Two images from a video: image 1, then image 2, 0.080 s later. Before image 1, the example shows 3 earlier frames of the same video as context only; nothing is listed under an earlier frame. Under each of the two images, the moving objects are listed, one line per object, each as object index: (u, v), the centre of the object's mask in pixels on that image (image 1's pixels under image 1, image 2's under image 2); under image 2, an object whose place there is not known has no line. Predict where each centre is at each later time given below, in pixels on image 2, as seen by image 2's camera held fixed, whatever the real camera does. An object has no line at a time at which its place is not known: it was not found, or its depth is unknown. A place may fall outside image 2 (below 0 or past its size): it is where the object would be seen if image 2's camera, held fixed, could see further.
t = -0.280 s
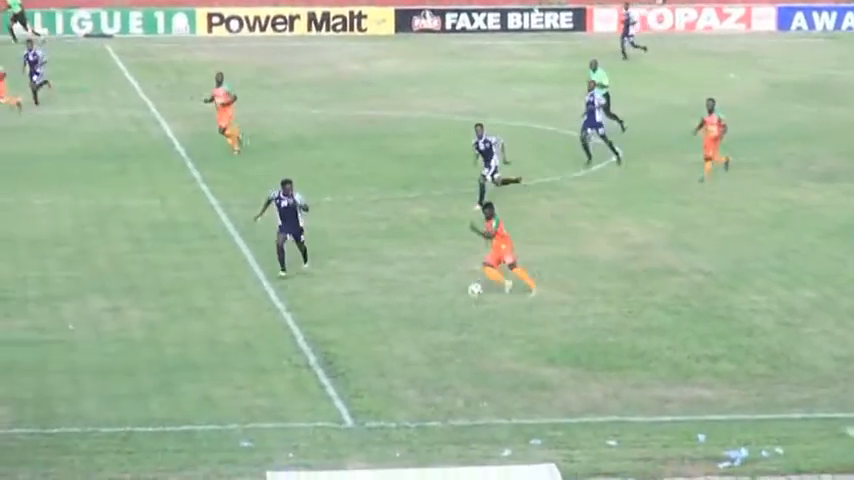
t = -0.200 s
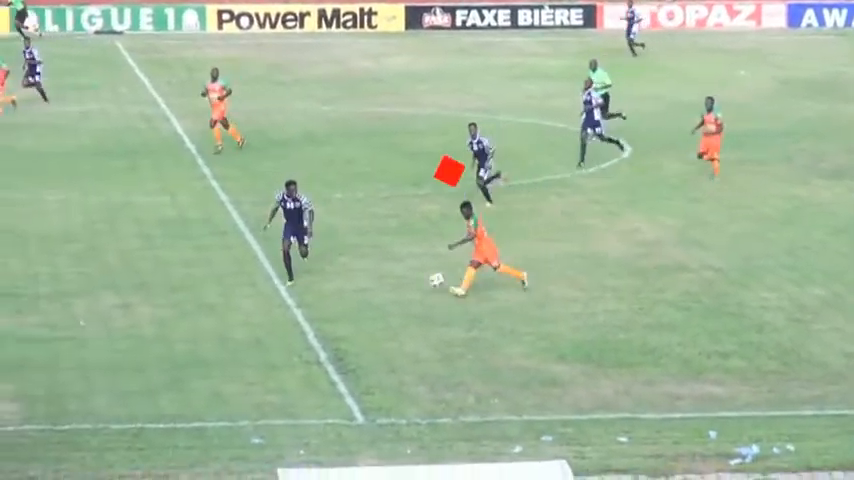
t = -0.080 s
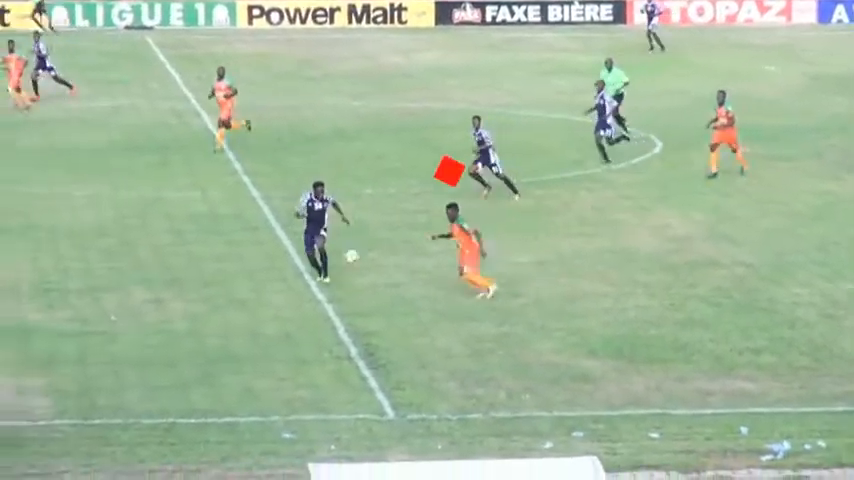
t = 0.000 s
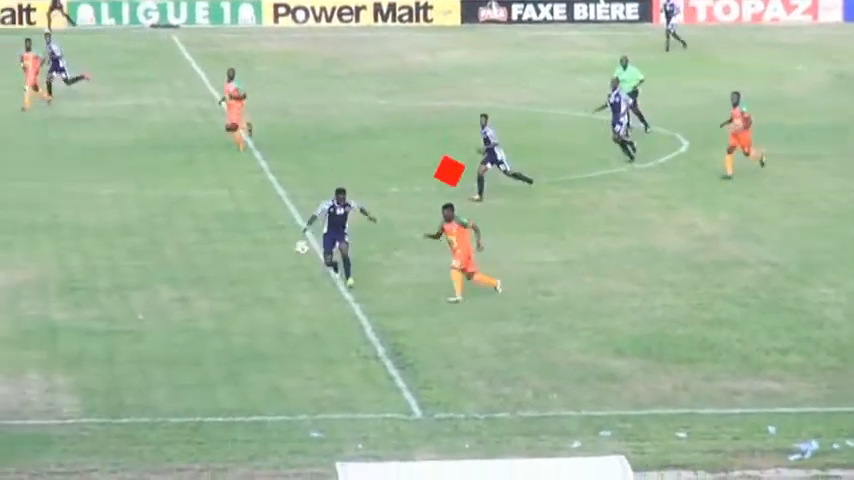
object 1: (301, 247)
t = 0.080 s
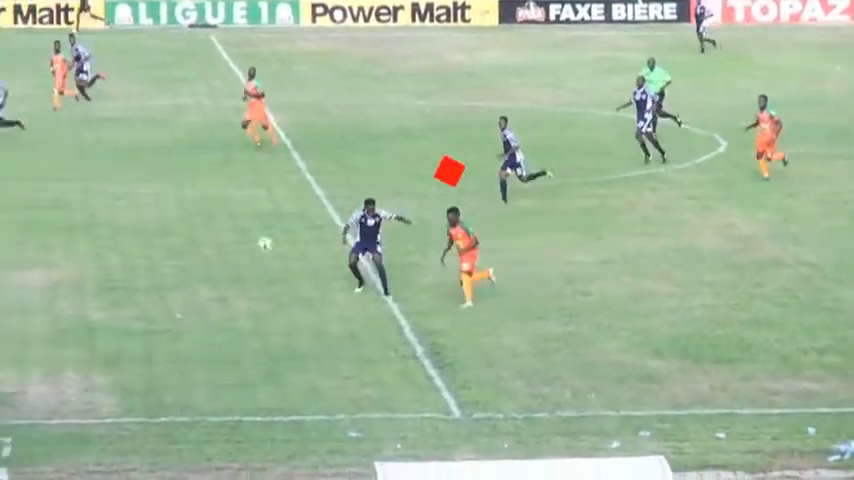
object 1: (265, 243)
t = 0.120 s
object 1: (228, 242)
